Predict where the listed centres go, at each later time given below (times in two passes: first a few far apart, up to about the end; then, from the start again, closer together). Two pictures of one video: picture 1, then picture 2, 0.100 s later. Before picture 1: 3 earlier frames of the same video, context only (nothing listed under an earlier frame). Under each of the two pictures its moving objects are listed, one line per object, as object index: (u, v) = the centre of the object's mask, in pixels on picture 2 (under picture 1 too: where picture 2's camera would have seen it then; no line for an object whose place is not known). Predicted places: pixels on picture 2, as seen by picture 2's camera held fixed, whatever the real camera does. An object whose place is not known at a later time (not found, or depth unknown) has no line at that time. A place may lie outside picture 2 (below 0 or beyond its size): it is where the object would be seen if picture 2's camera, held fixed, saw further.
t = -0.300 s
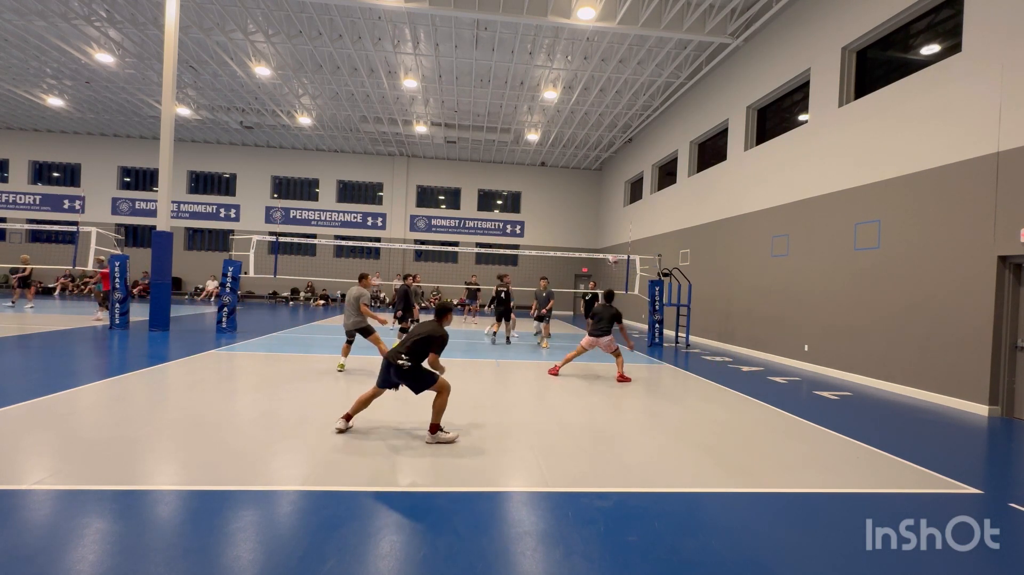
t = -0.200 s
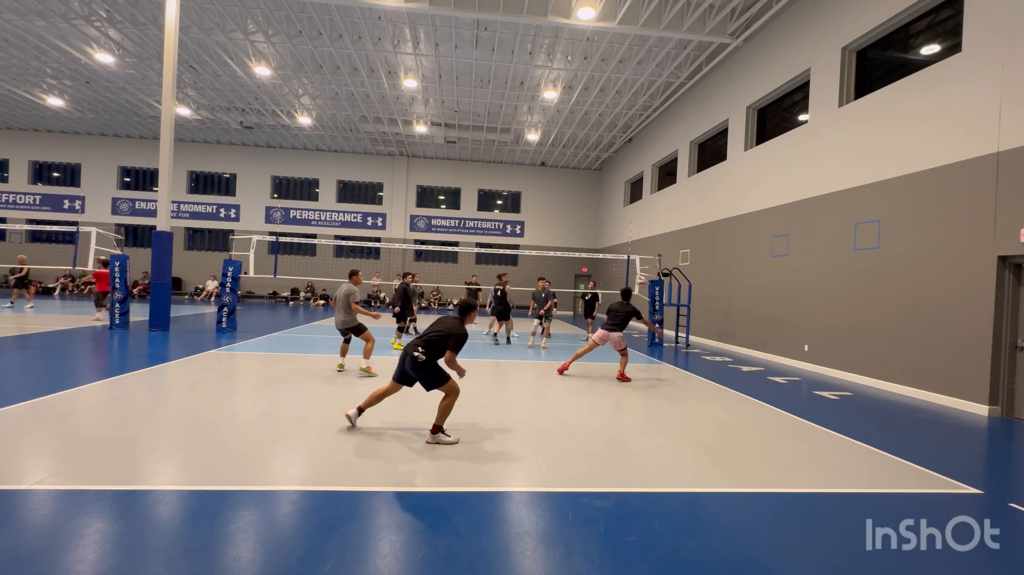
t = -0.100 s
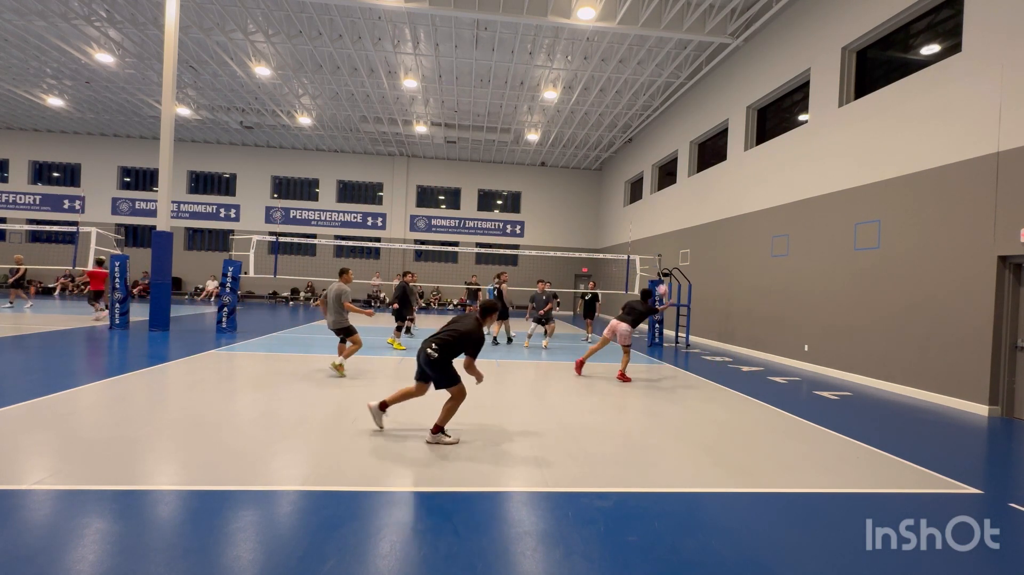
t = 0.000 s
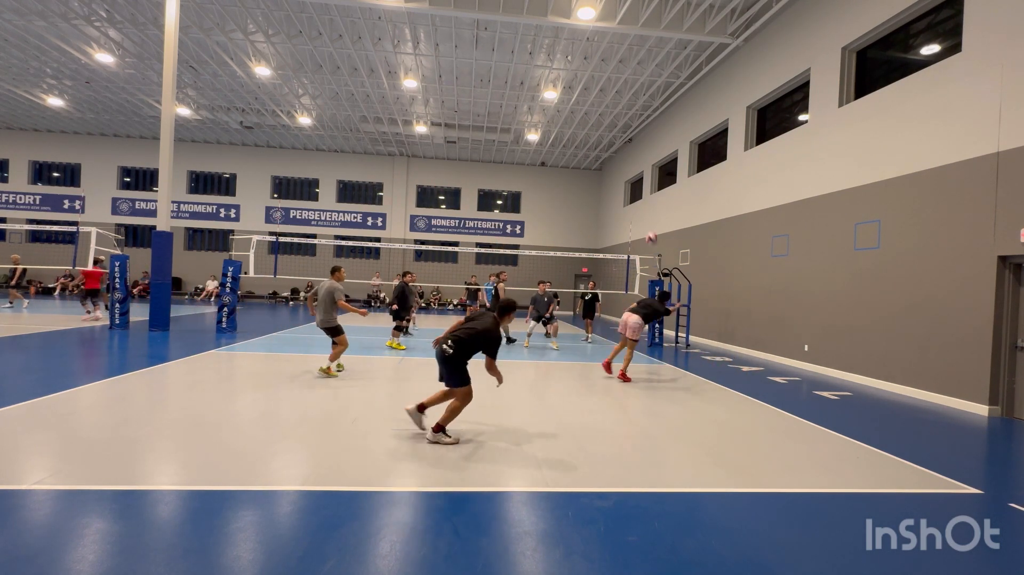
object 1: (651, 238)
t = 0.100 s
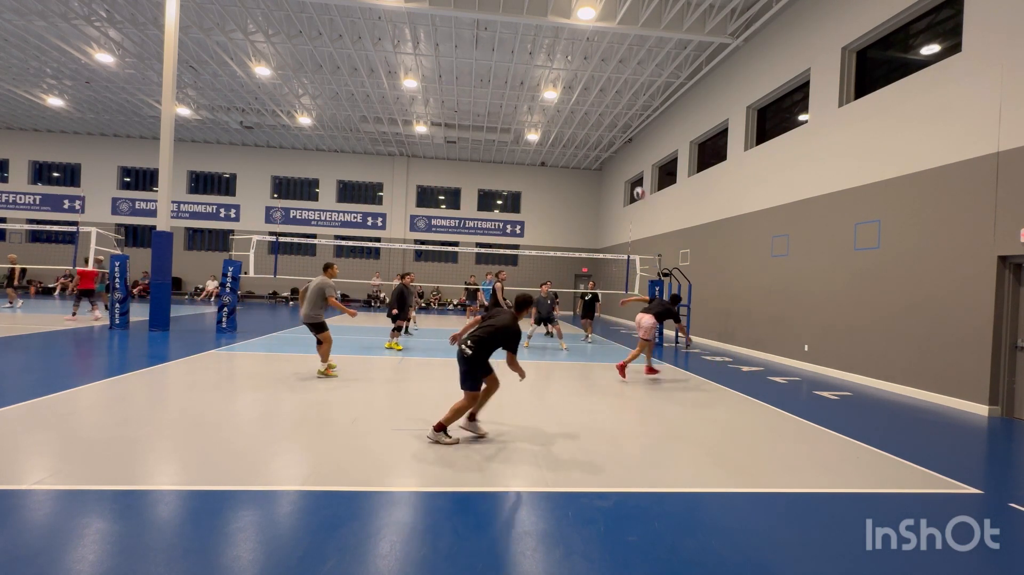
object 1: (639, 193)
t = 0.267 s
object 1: (619, 132)
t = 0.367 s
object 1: (608, 105)
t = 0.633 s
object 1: (577, 60)
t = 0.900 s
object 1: (546, 53)
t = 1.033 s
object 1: (531, 63)
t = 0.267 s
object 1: (619, 132)
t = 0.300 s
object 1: (615, 123)
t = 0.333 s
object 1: (611, 113)
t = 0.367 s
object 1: (608, 105)
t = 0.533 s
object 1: (588, 72)
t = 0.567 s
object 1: (584, 68)
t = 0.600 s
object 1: (581, 63)
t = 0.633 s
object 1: (577, 60)
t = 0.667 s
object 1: (572, 57)
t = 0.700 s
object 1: (569, 55)
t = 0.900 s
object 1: (546, 53)
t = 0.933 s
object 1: (542, 55)
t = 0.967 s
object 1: (538, 57)
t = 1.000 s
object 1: (534, 59)
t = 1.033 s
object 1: (531, 63)
